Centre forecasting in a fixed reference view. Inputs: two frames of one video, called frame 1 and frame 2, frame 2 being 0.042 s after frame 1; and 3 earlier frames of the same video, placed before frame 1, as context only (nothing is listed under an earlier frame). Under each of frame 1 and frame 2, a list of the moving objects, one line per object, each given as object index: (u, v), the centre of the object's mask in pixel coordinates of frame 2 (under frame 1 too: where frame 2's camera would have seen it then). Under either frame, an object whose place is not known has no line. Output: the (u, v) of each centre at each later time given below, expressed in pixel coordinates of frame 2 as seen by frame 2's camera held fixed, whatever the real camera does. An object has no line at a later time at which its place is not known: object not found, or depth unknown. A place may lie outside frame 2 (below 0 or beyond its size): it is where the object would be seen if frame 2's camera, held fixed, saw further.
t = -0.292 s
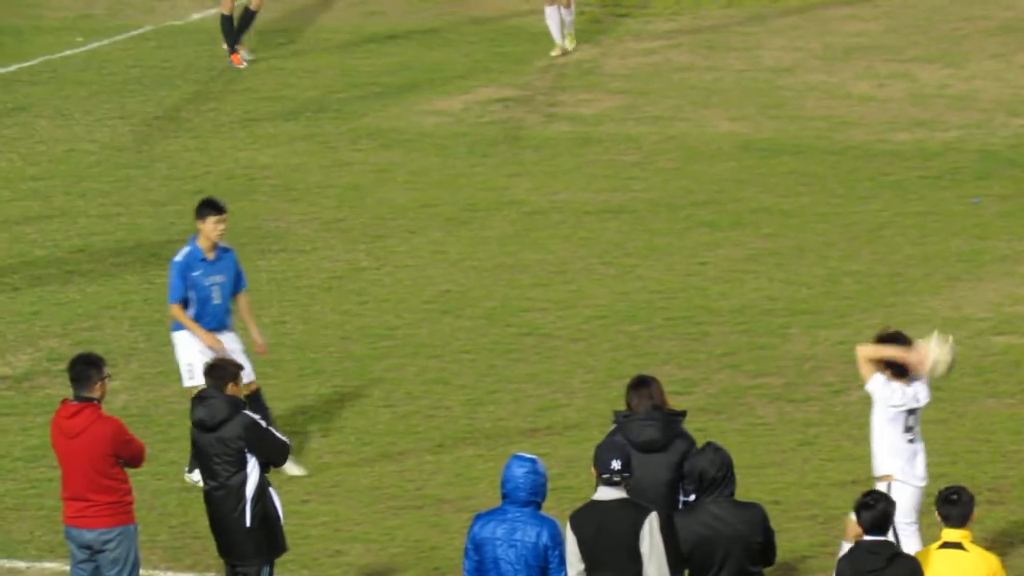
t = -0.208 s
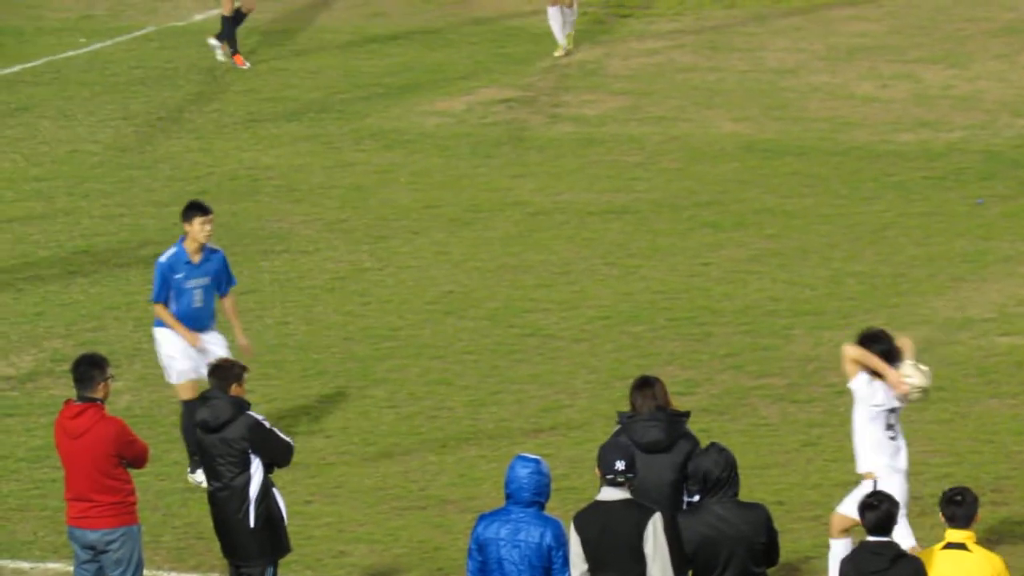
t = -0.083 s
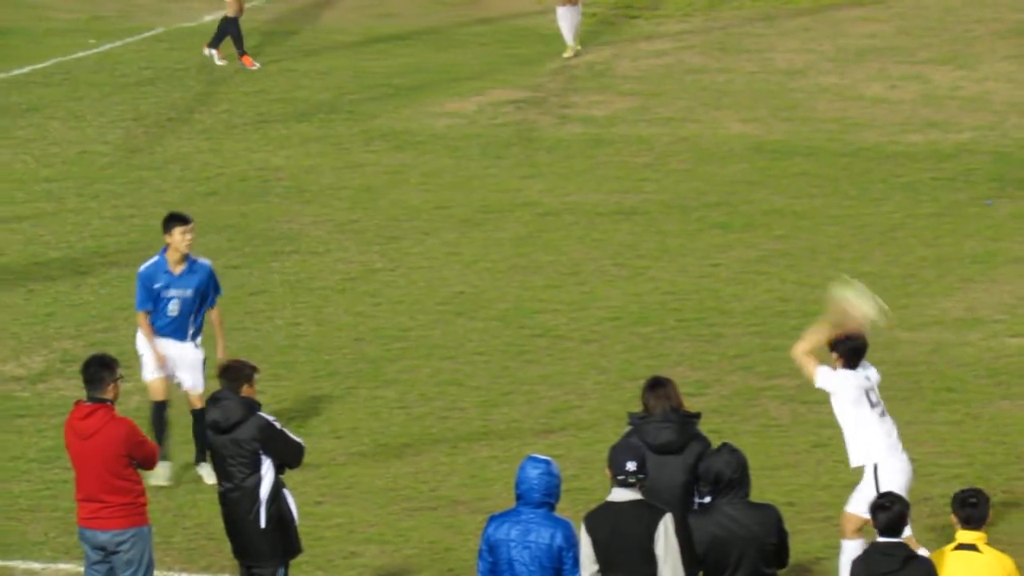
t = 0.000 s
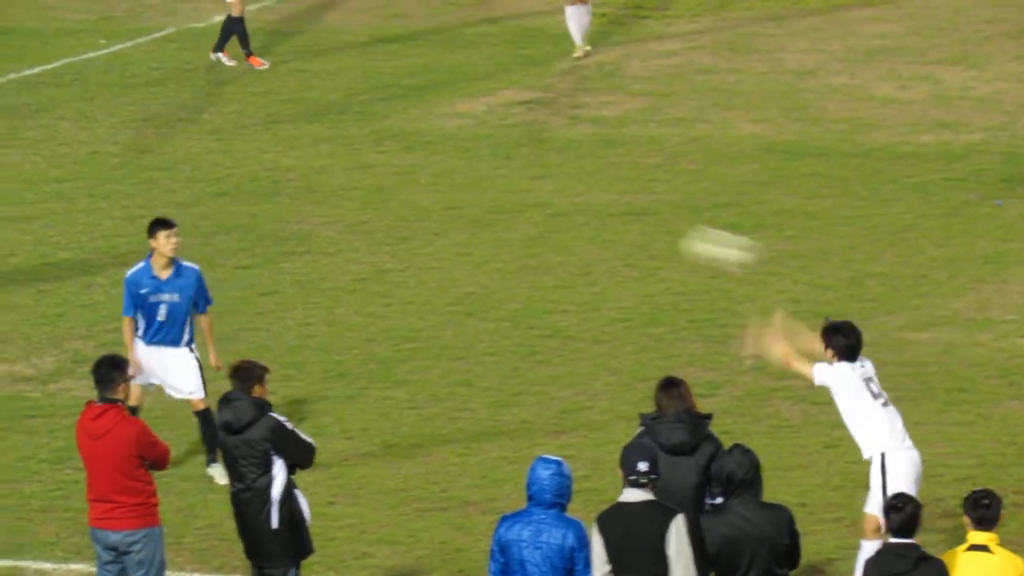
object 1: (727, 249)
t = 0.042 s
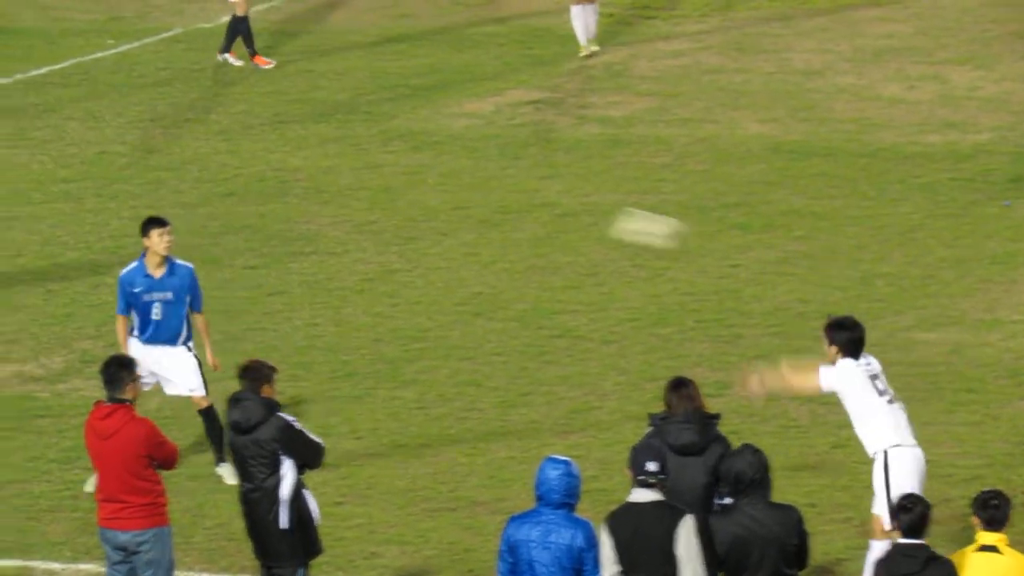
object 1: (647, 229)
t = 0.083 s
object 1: (566, 213)
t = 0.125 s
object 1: (488, 201)
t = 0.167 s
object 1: (410, 192)
